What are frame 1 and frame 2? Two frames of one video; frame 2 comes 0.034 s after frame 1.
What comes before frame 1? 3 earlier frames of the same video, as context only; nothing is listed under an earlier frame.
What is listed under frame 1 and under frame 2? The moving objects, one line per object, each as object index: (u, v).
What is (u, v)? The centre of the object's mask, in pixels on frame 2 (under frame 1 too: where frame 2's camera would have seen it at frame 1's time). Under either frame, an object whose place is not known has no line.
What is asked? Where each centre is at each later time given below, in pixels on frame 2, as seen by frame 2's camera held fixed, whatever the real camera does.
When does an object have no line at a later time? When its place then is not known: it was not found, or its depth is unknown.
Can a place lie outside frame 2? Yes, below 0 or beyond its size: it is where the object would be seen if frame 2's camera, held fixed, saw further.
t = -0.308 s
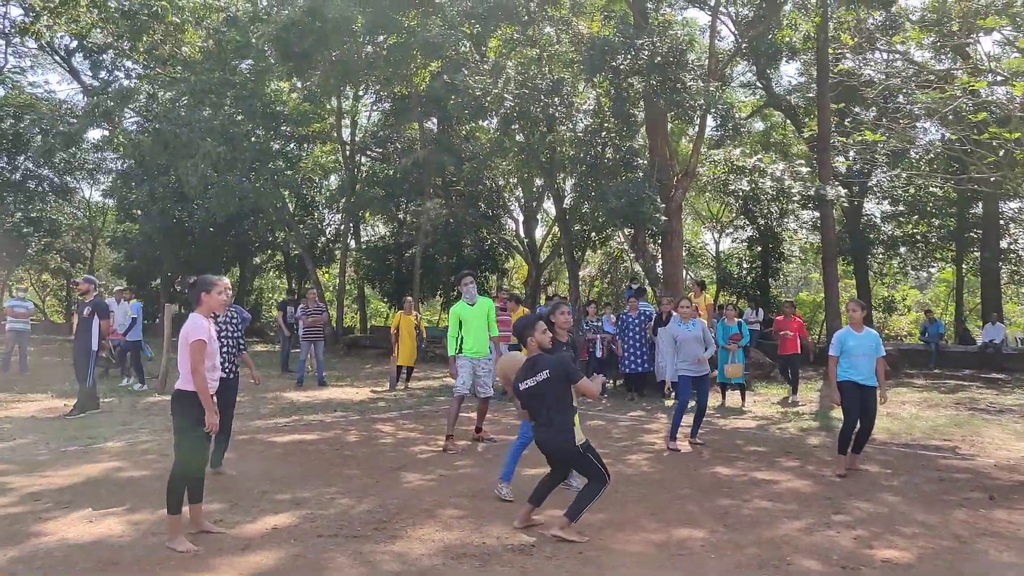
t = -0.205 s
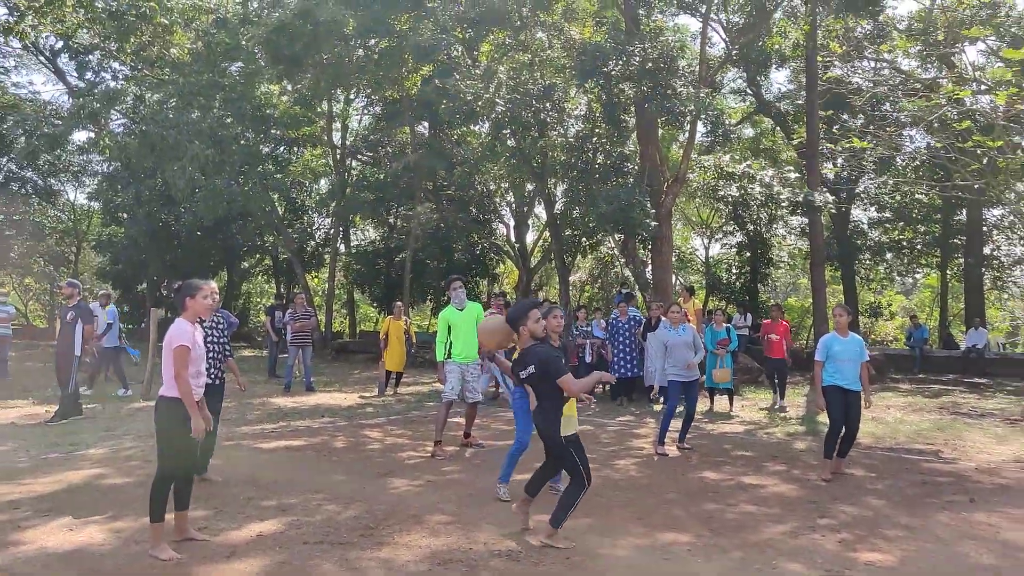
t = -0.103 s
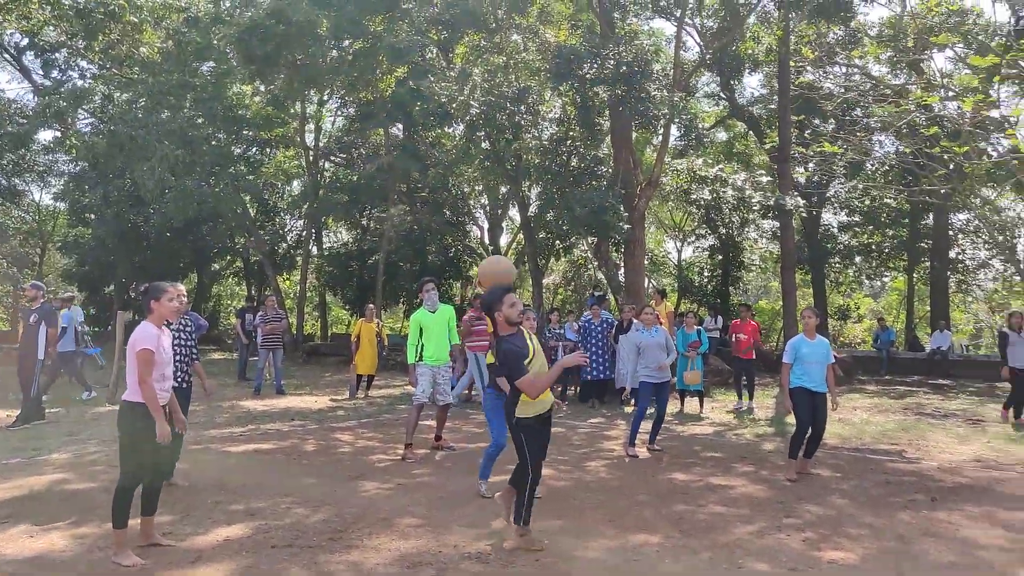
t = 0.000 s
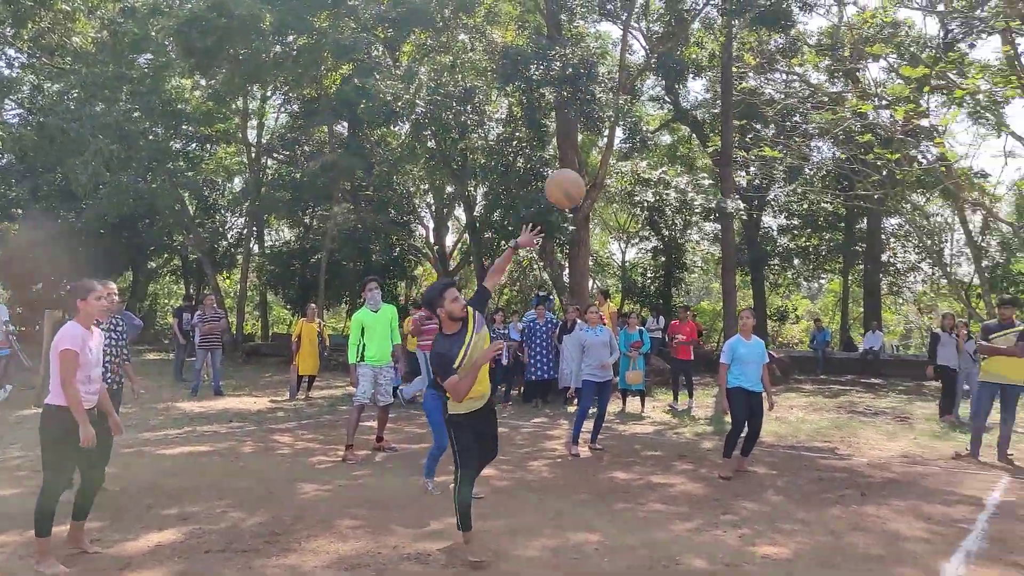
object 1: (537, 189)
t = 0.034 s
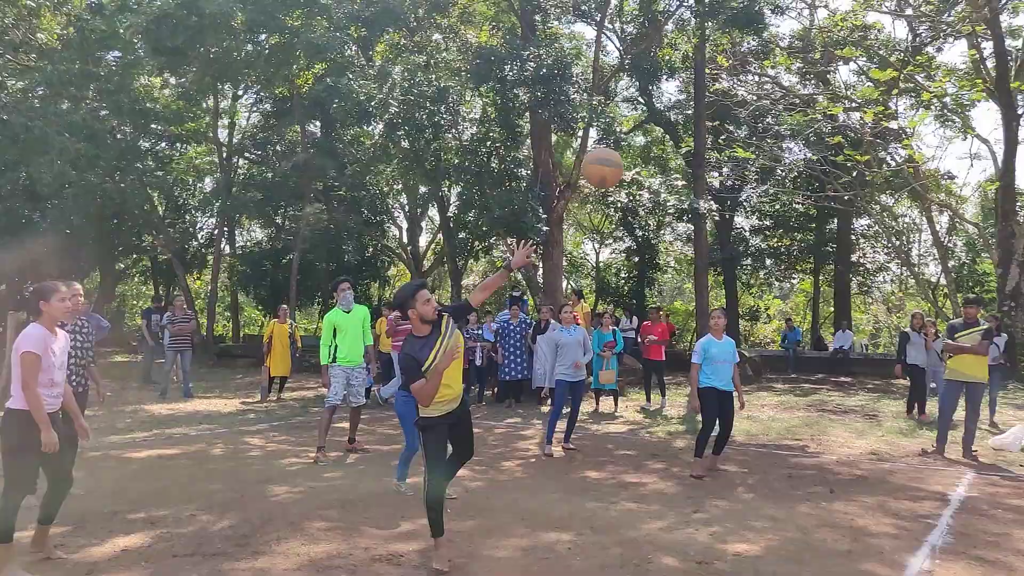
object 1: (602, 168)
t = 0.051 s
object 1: (635, 158)
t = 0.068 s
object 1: (670, 148)
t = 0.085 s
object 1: (704, 138)
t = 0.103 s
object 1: (739, 129)
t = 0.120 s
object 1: (775, 120)
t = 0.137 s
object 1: (811, 110)
